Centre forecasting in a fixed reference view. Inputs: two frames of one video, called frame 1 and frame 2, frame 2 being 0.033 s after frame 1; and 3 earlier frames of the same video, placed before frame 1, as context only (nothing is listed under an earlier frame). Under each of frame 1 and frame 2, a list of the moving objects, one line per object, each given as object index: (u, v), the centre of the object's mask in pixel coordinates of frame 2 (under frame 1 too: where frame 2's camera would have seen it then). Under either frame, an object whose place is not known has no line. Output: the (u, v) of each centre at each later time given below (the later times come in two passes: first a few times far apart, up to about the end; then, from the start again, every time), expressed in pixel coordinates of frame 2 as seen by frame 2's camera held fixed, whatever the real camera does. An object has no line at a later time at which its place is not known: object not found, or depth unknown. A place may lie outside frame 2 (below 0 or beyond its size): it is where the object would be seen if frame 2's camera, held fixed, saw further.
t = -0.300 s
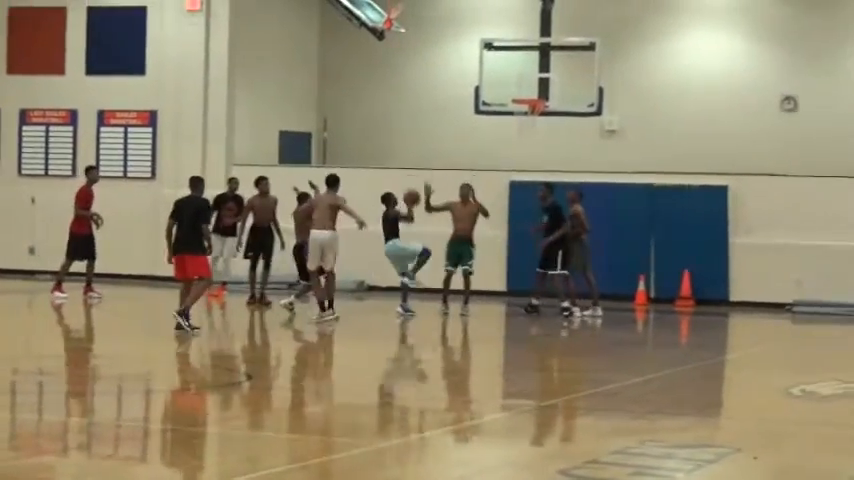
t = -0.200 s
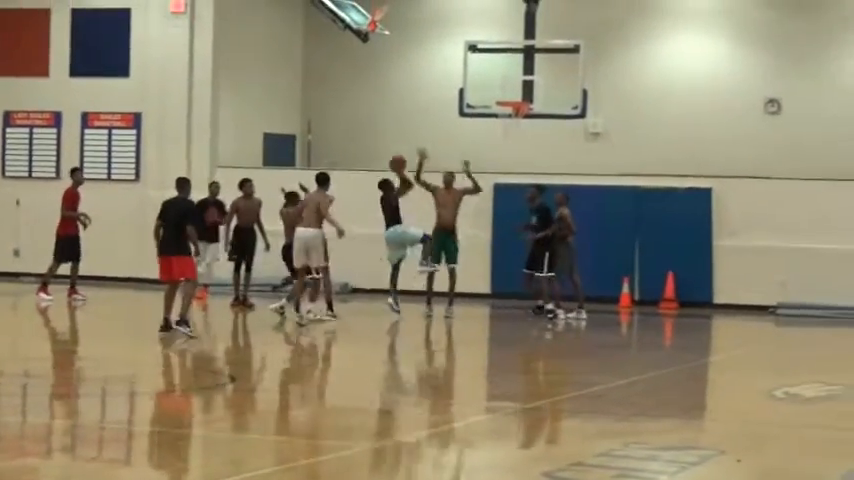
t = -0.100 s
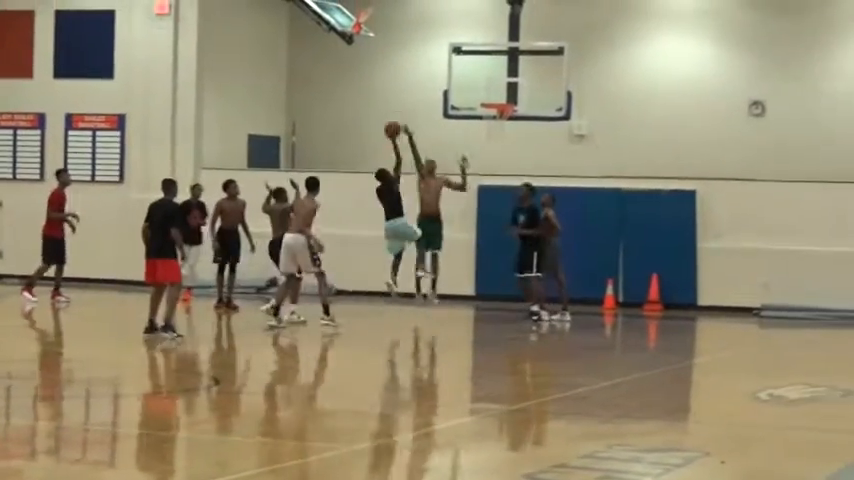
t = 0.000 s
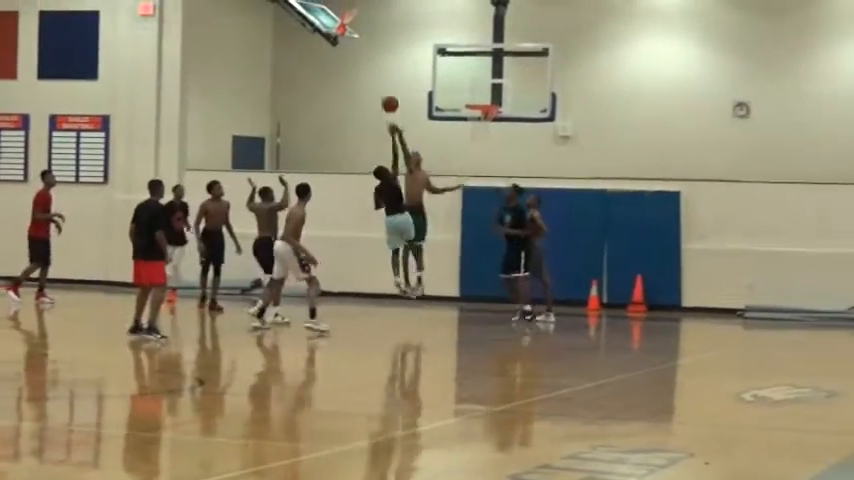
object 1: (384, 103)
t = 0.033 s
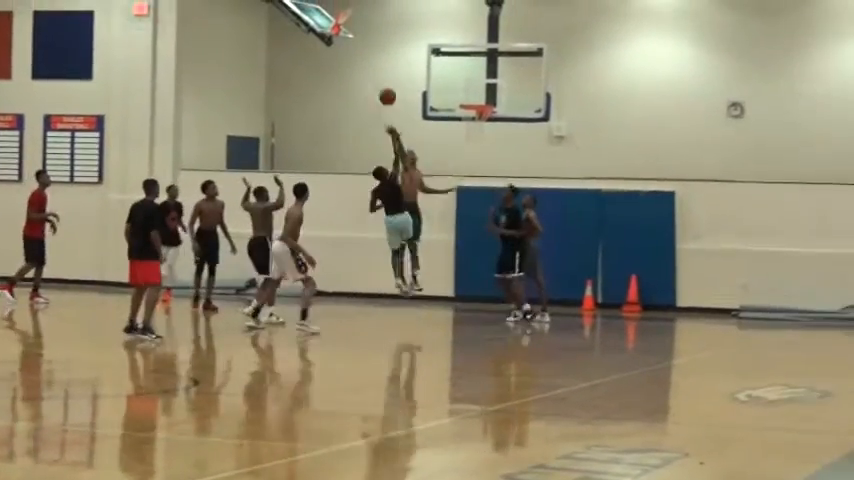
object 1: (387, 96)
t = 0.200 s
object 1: (402, 71)
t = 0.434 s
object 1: (421, 70)
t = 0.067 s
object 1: (390, 89)
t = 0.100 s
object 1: (393, 84)
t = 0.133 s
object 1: (396, 78)
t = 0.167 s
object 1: (399, 74)
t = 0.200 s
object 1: (402, 71)
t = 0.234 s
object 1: (405, 69)
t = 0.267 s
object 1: (407, 67)
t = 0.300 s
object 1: (410, 66)
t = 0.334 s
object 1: (413, 66)
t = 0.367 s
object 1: (415, 66)
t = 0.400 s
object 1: (418, 68)
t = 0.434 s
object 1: (421, 70)
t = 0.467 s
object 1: (424, 73)
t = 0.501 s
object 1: (426, 76)
